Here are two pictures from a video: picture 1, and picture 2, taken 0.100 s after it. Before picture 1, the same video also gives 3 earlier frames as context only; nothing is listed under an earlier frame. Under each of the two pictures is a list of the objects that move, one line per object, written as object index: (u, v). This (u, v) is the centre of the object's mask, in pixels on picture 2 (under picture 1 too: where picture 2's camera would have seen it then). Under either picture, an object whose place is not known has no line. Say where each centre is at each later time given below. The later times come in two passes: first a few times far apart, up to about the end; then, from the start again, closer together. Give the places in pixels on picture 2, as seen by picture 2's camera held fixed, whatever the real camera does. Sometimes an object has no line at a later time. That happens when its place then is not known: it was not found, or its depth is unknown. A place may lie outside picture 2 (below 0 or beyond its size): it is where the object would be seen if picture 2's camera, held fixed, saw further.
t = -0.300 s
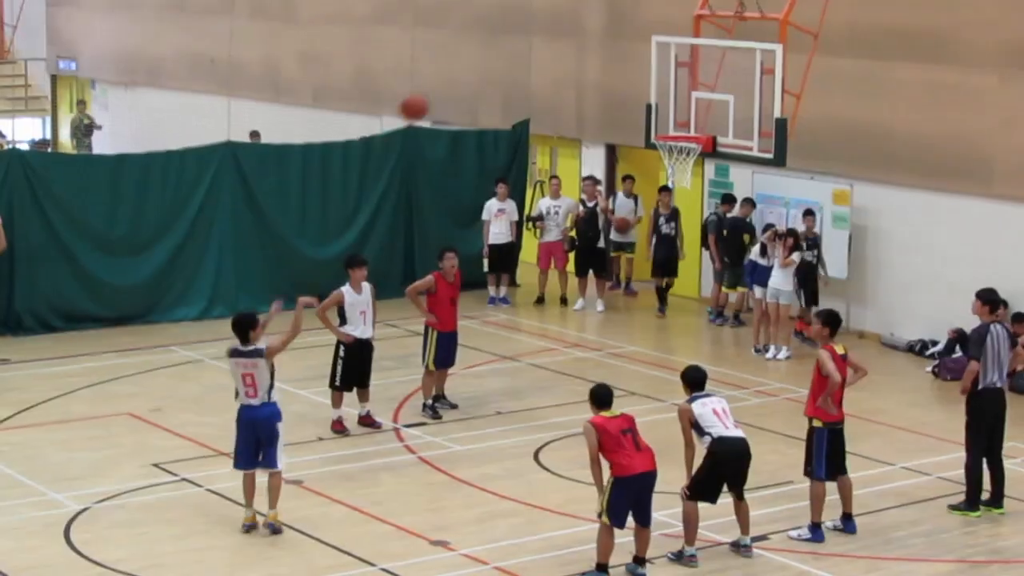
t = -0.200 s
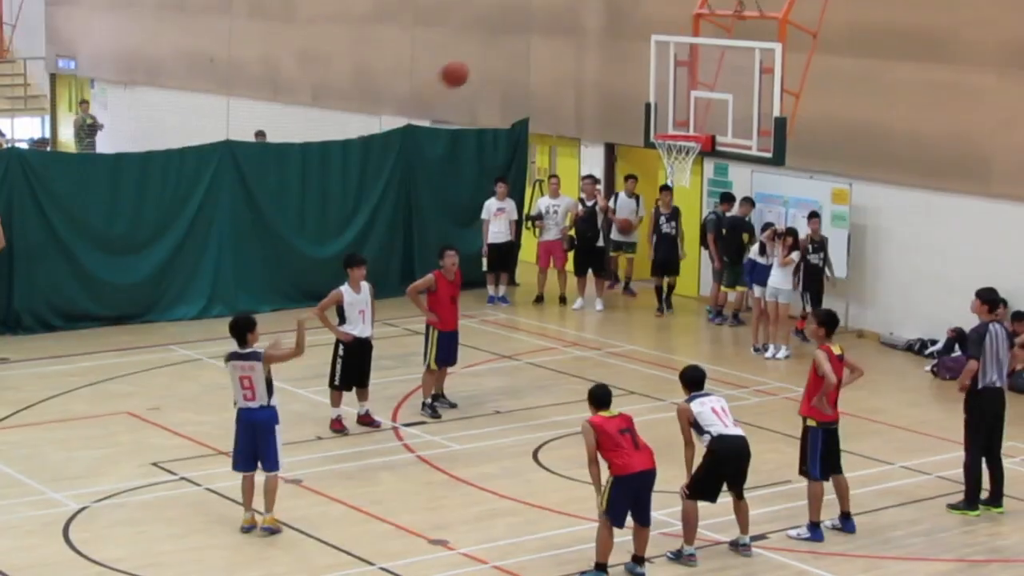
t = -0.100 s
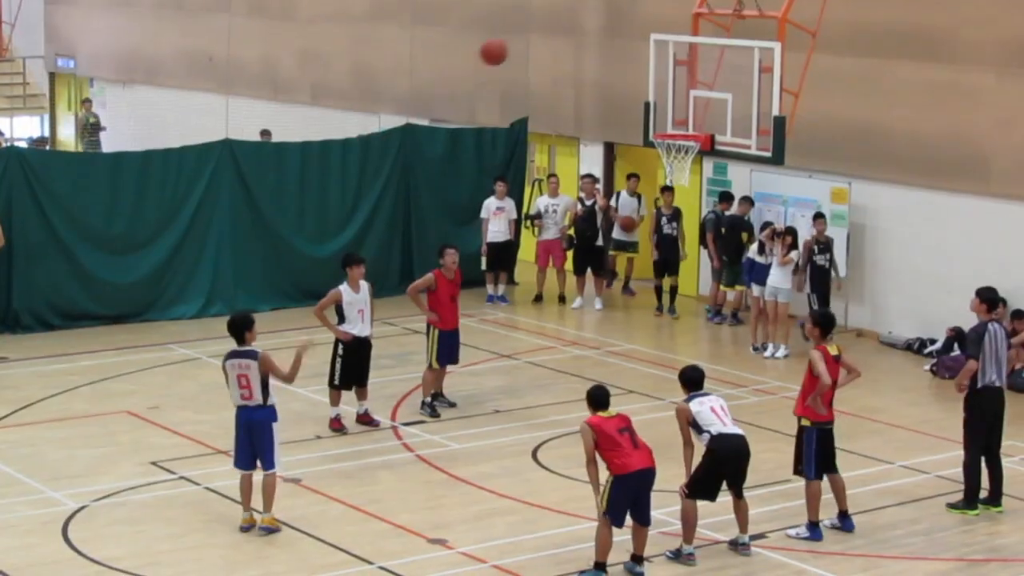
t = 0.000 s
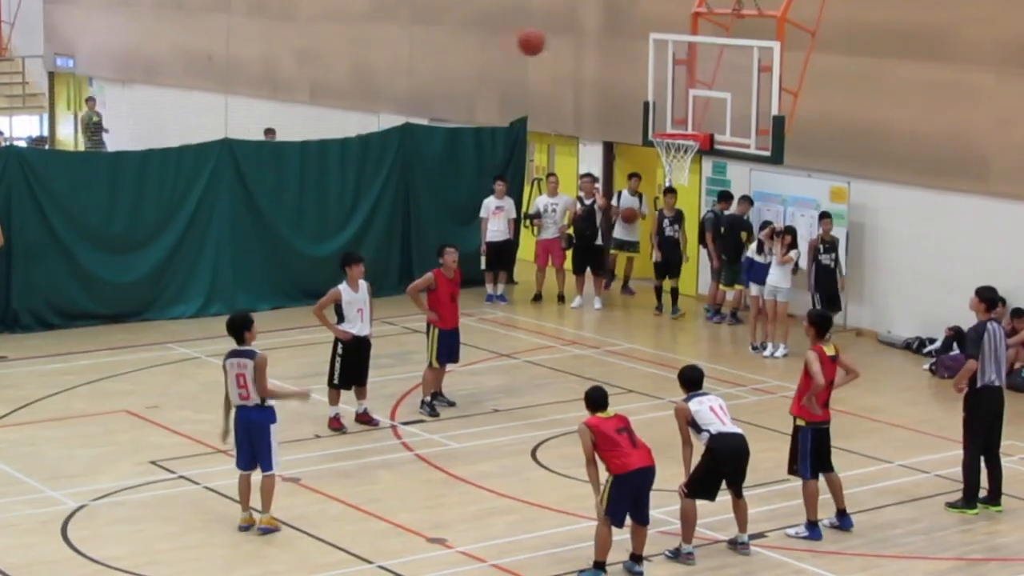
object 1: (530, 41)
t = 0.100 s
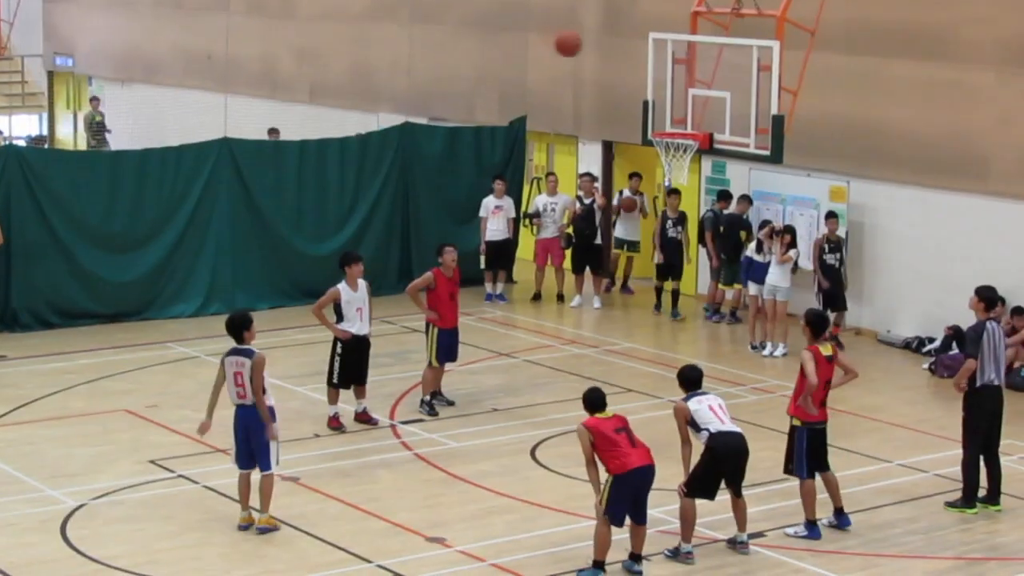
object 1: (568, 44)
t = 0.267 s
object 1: (627, 70)
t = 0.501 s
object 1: (685, 129)
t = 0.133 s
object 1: (580, 47)
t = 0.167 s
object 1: (592, 51)
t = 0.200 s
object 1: (603, 56)
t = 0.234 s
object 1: (615, 63)
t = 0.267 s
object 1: (627, 70)
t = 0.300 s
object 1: (638, 79)
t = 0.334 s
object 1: (649, 89)
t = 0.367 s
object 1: (661, 101)
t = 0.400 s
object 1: (672, 114)
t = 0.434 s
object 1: (683, 125)
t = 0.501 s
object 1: (685, 129)
